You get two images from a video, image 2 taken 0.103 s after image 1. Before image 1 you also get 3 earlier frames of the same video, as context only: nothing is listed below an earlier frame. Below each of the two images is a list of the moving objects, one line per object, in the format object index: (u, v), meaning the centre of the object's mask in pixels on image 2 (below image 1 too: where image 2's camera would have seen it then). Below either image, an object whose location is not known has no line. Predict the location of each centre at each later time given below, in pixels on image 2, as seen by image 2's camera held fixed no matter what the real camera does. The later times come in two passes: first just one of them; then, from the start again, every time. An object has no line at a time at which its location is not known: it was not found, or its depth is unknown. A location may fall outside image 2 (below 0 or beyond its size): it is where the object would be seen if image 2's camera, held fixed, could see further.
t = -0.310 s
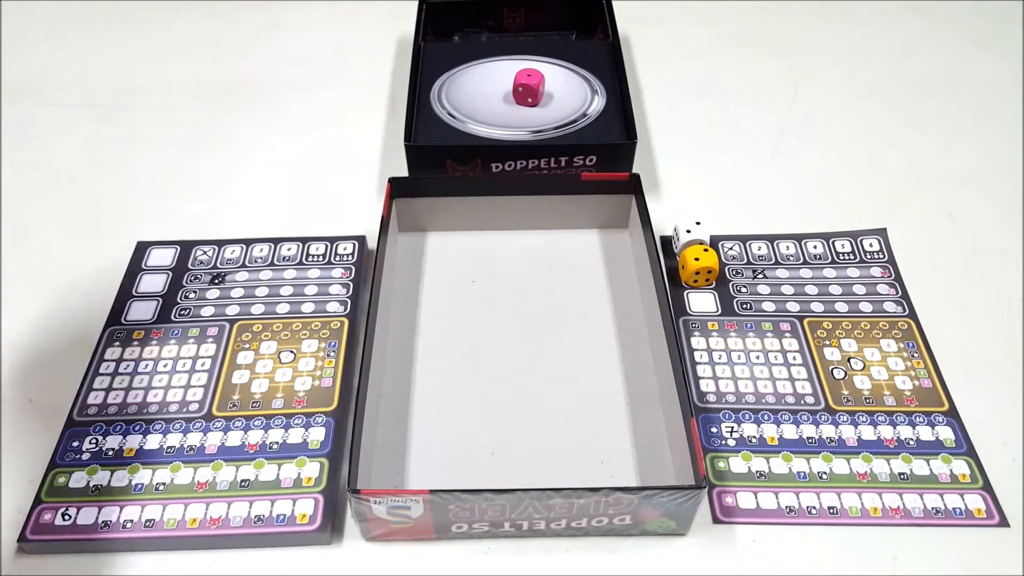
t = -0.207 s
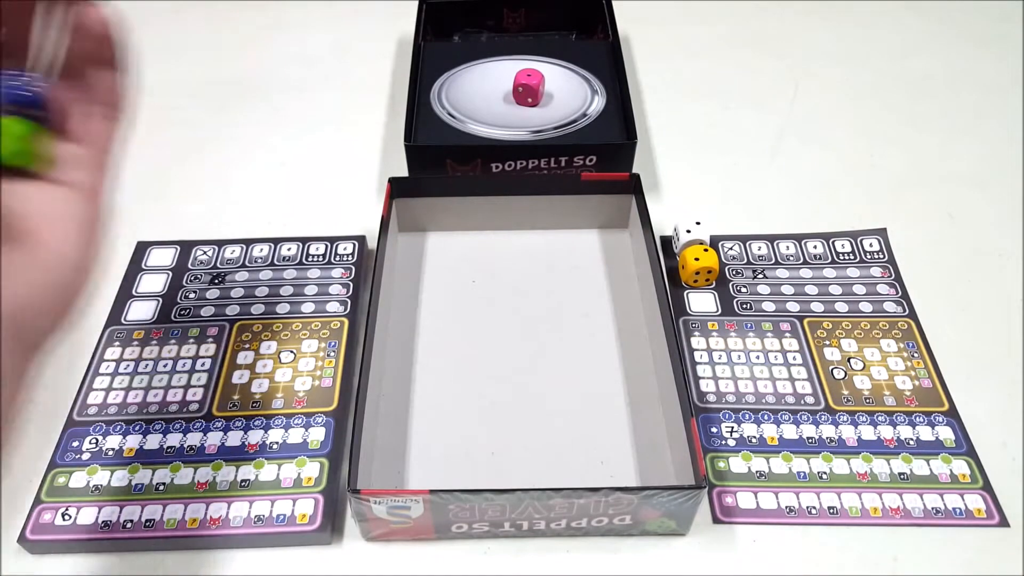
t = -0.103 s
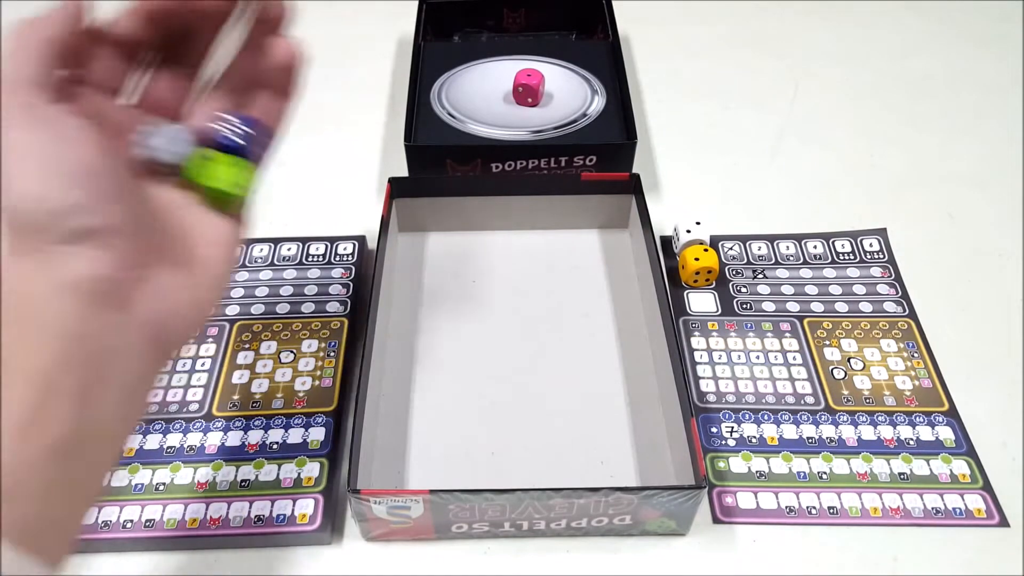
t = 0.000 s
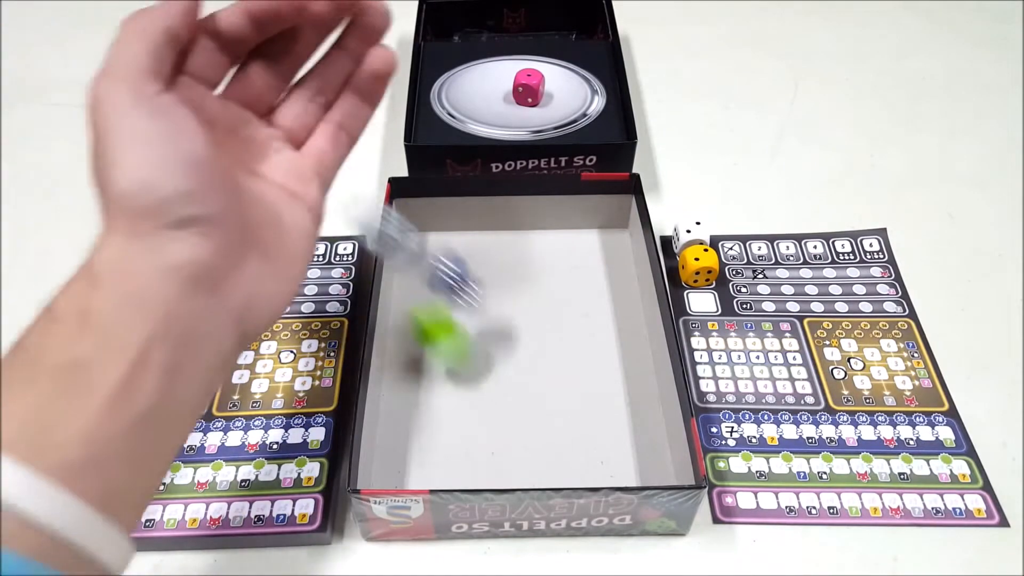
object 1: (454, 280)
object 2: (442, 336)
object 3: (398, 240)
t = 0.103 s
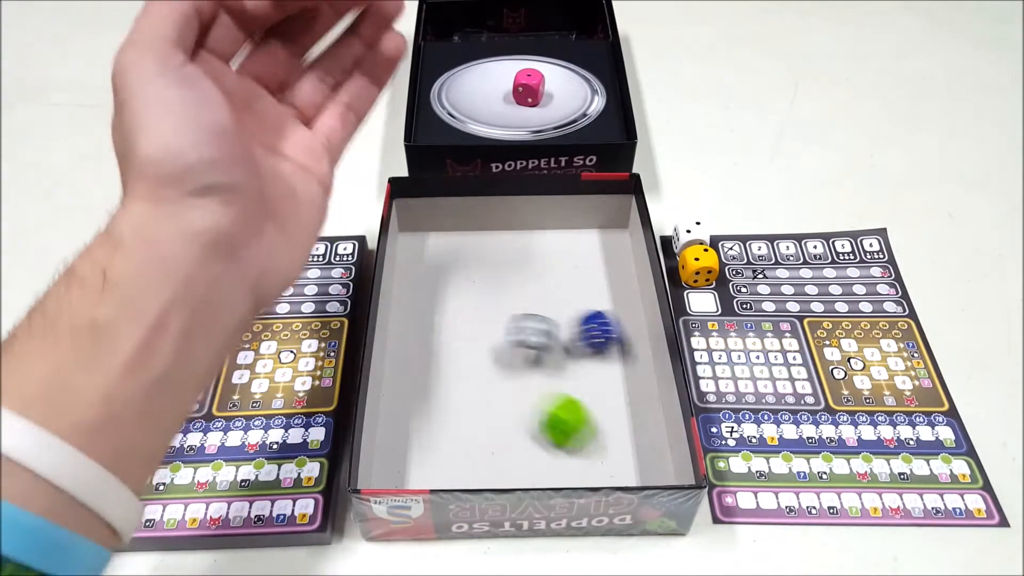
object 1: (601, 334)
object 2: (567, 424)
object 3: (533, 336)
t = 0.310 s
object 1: (627, 357)
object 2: (614, 477)
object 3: (589, 438)
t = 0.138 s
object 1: (634, 338)
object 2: (605, 443)
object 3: (571, 350)
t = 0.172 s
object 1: (637, 343)
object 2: (645, 463)
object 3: (588, 360)
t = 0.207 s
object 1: (634, 346)
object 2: (647, 472)
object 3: (590, 379)
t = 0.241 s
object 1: (630, 349)
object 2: (636, 477)
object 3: (592, 399)
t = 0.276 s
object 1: (628, 352)
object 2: (624, 478)
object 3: (590, 417)
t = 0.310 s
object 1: (627, 357)
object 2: (614, 477)
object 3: (589, 438)
